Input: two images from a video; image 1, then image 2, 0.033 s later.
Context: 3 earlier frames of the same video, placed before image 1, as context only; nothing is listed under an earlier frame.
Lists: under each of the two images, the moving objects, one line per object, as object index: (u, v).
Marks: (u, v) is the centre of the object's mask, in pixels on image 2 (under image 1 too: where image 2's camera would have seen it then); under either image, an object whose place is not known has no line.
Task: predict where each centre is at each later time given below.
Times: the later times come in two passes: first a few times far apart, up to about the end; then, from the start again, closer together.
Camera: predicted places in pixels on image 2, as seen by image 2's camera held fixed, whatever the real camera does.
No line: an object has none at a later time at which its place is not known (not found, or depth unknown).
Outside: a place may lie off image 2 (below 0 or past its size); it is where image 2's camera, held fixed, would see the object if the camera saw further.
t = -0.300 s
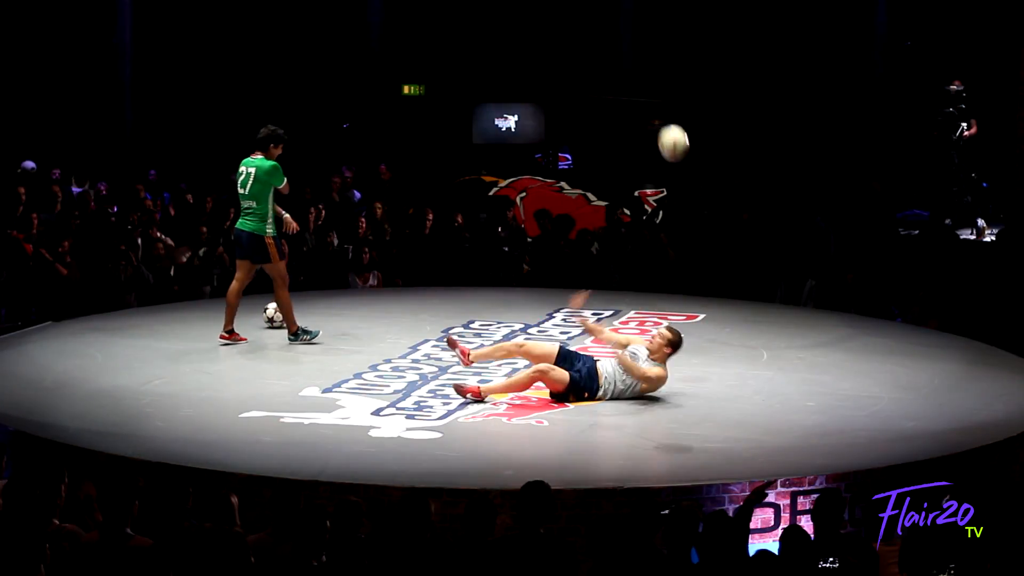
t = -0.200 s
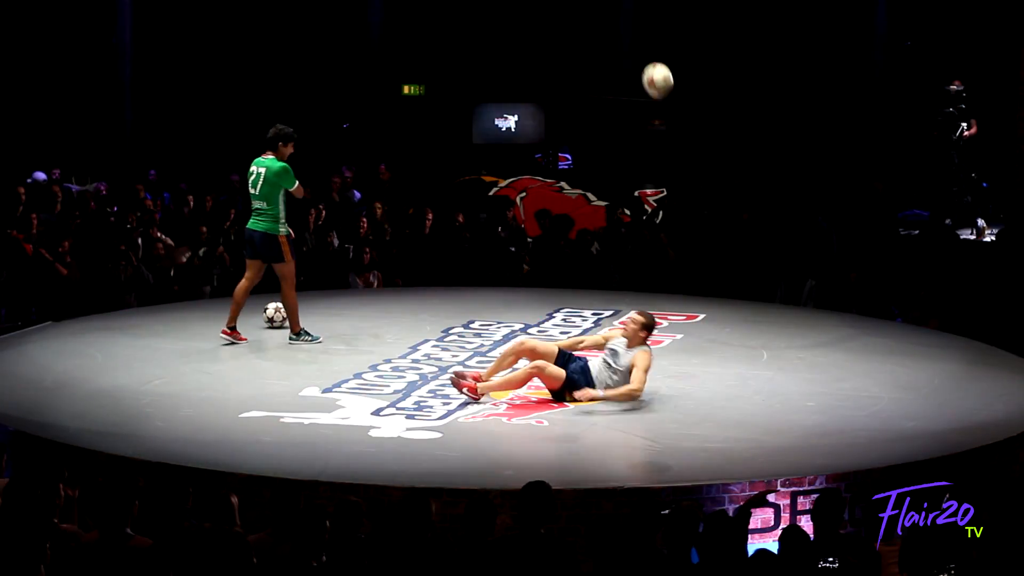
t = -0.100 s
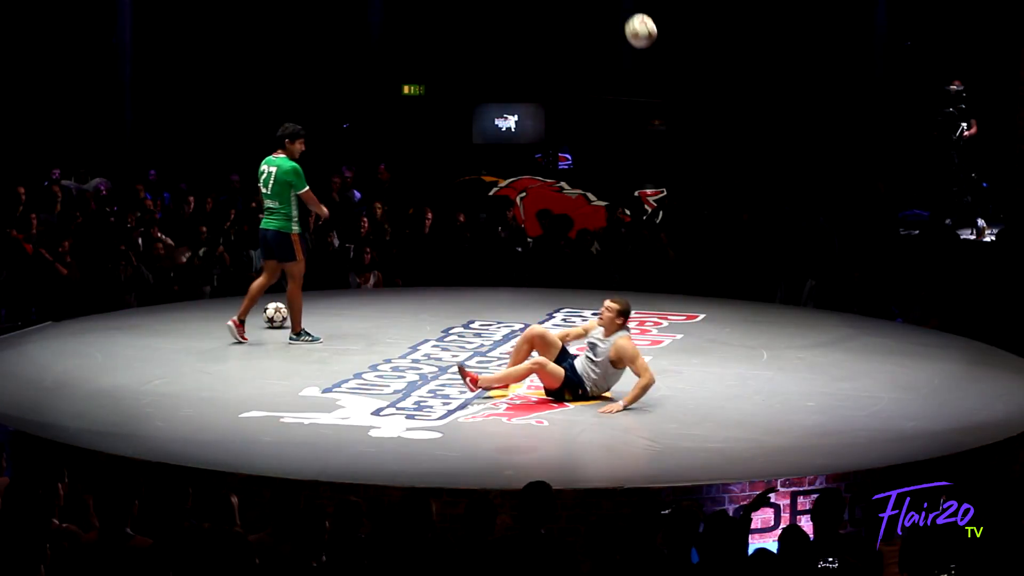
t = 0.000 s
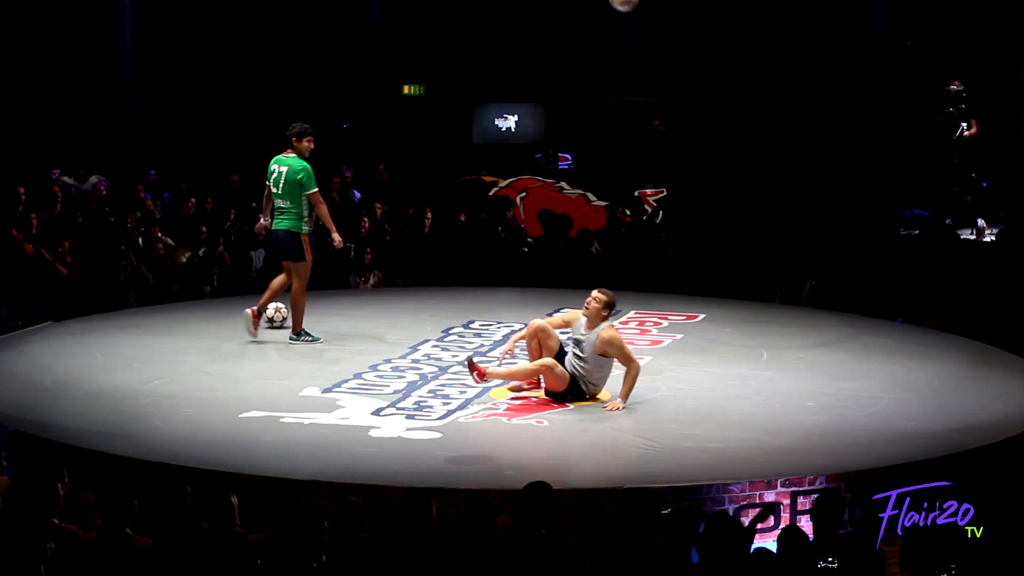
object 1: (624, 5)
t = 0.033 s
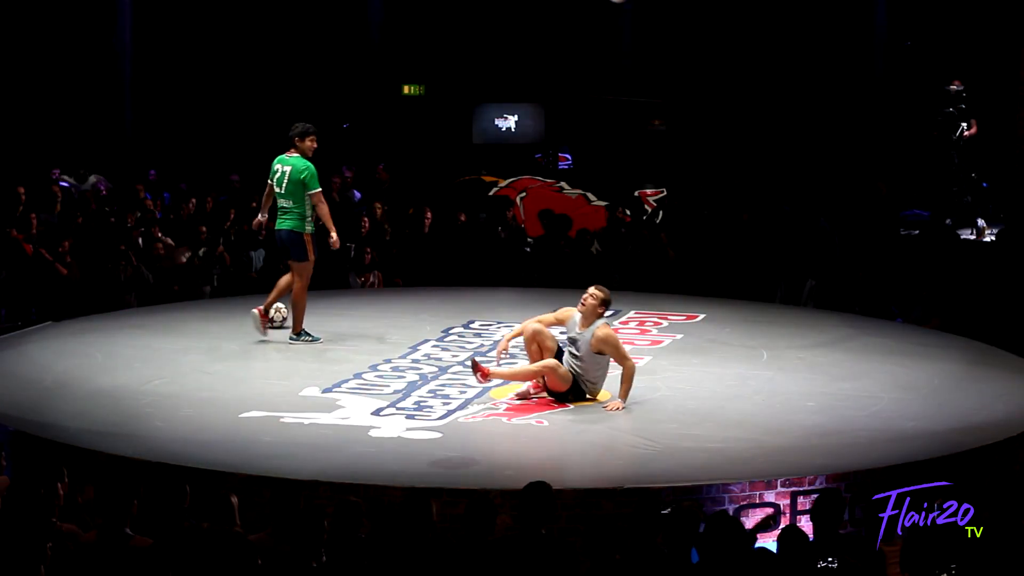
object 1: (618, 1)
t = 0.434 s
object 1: (540, 8)
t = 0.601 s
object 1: (507, 76)
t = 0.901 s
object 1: (444, 315)
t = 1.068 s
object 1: (424, 374)
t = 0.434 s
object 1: (540, 8)
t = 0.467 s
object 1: (534, 14)
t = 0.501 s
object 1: (528, 25)
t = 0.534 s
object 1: (521, 40)
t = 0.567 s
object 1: (514, 57)
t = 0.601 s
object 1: (507, 76)
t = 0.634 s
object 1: (500, 95)
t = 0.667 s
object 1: (492, 119)
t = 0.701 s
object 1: (486, 142)
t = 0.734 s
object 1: (479, 168)
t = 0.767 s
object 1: (472, 195)
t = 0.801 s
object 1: (465, 224)
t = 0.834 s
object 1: (458, 255)
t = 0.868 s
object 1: (451, 282)
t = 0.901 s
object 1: (444, 315)
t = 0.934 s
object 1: (436, 352)
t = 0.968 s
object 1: (429, 389)
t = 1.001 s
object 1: (424, 426)
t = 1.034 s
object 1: (424, 401)
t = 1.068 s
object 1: (424, 374)
